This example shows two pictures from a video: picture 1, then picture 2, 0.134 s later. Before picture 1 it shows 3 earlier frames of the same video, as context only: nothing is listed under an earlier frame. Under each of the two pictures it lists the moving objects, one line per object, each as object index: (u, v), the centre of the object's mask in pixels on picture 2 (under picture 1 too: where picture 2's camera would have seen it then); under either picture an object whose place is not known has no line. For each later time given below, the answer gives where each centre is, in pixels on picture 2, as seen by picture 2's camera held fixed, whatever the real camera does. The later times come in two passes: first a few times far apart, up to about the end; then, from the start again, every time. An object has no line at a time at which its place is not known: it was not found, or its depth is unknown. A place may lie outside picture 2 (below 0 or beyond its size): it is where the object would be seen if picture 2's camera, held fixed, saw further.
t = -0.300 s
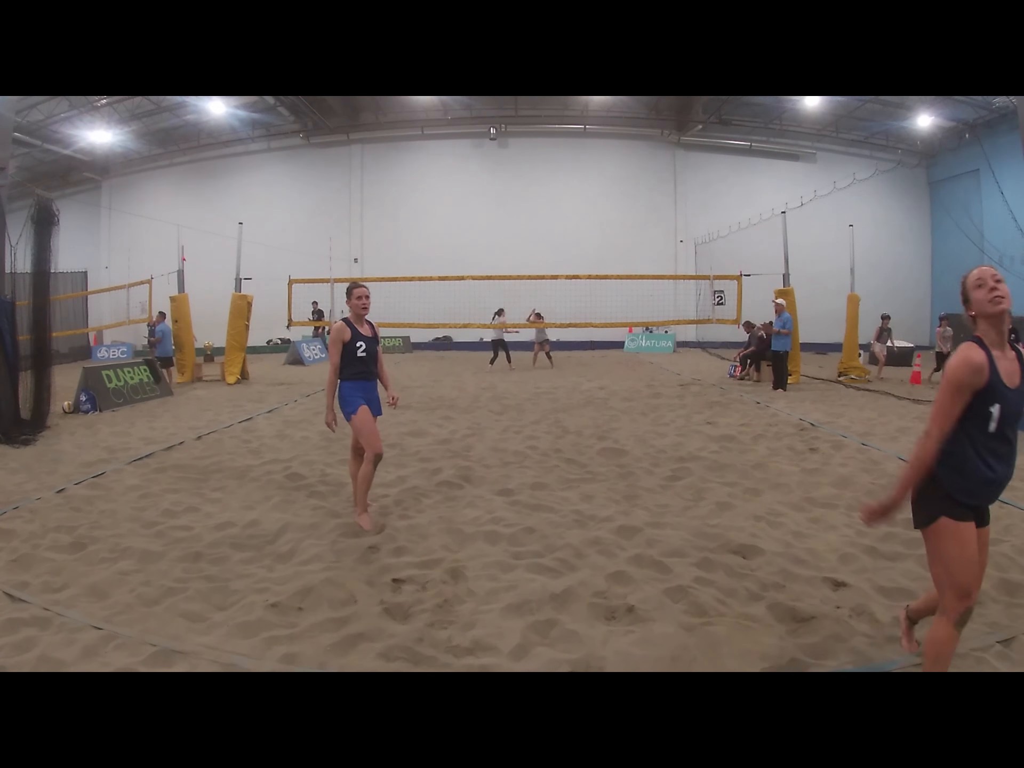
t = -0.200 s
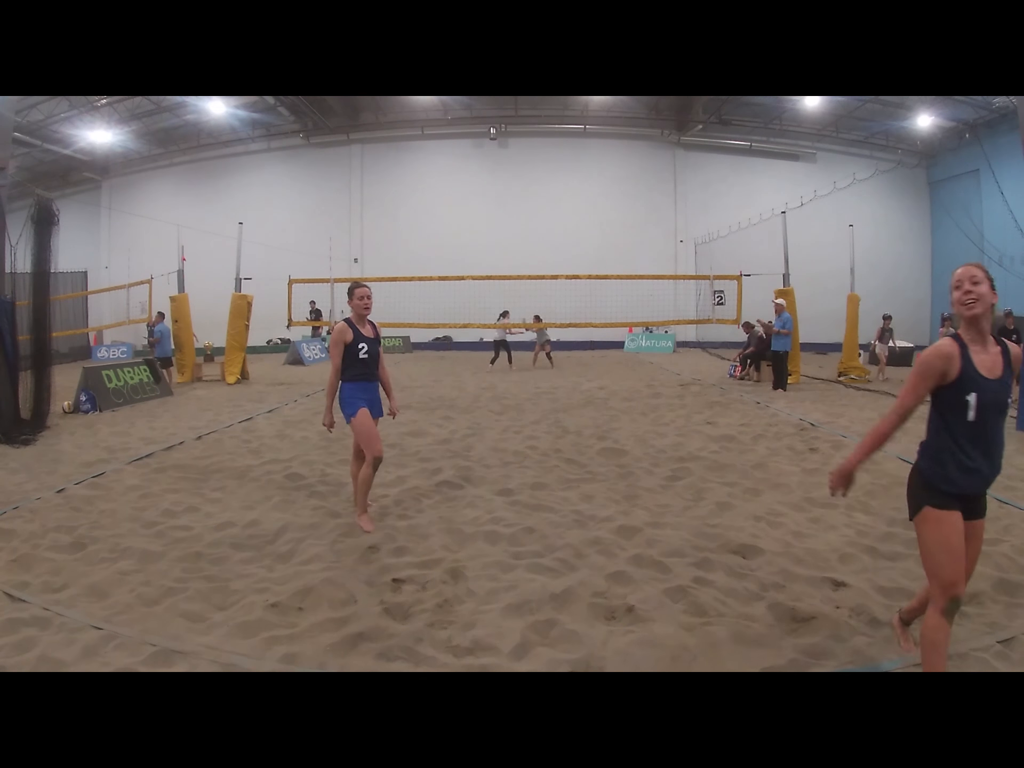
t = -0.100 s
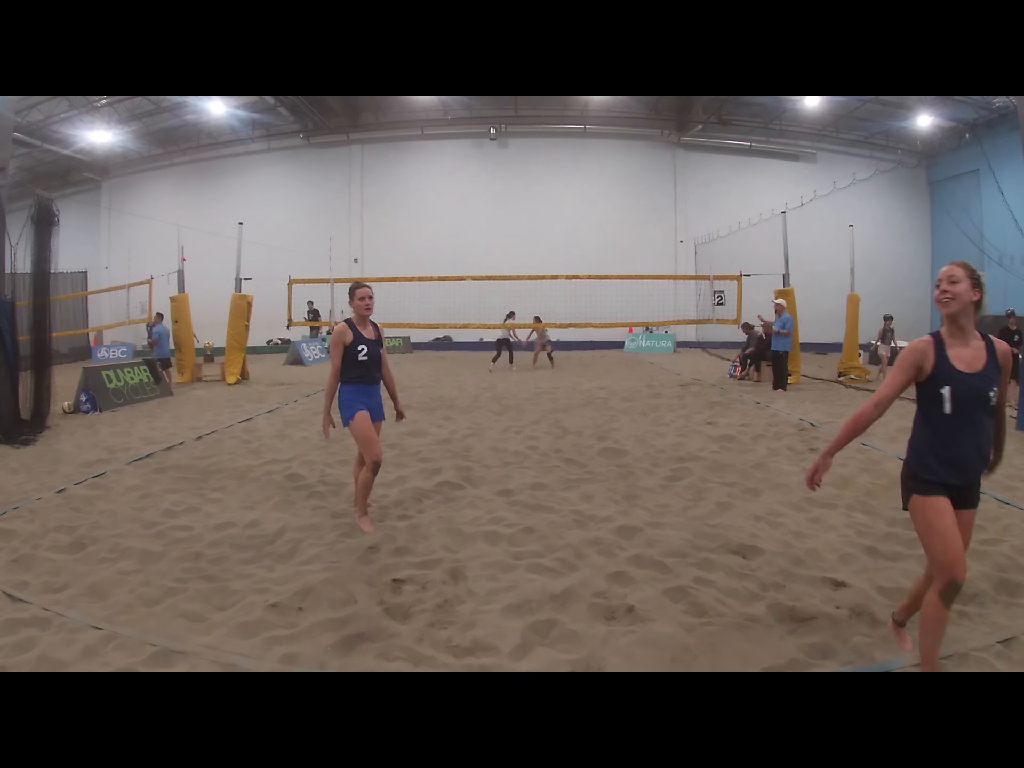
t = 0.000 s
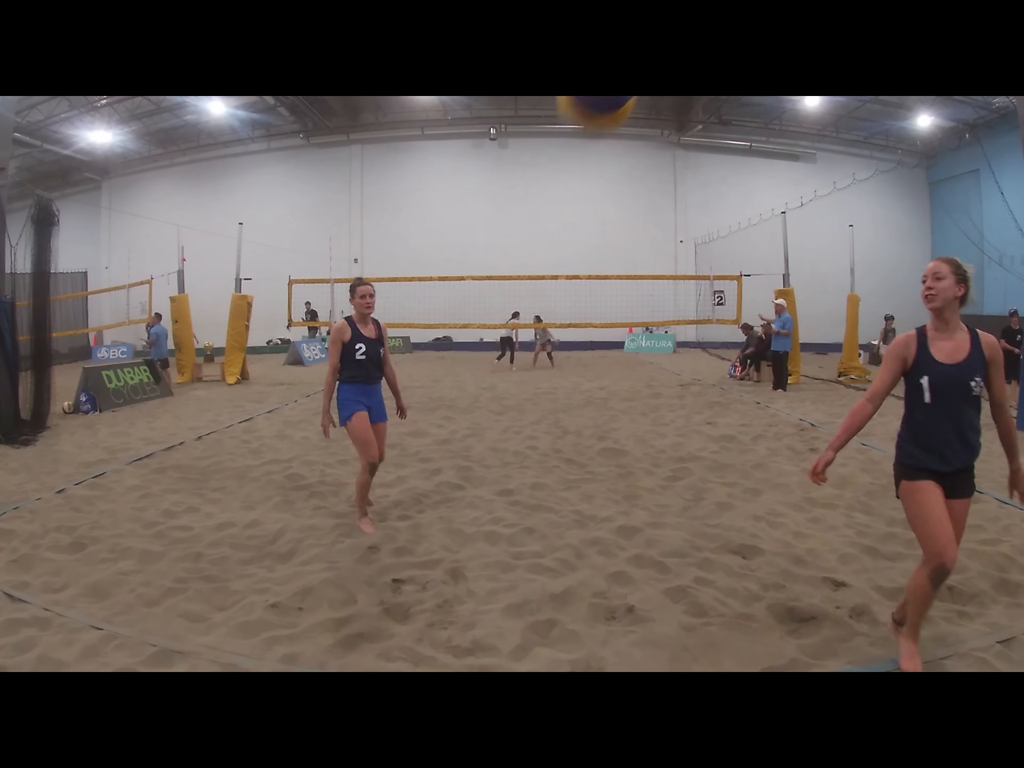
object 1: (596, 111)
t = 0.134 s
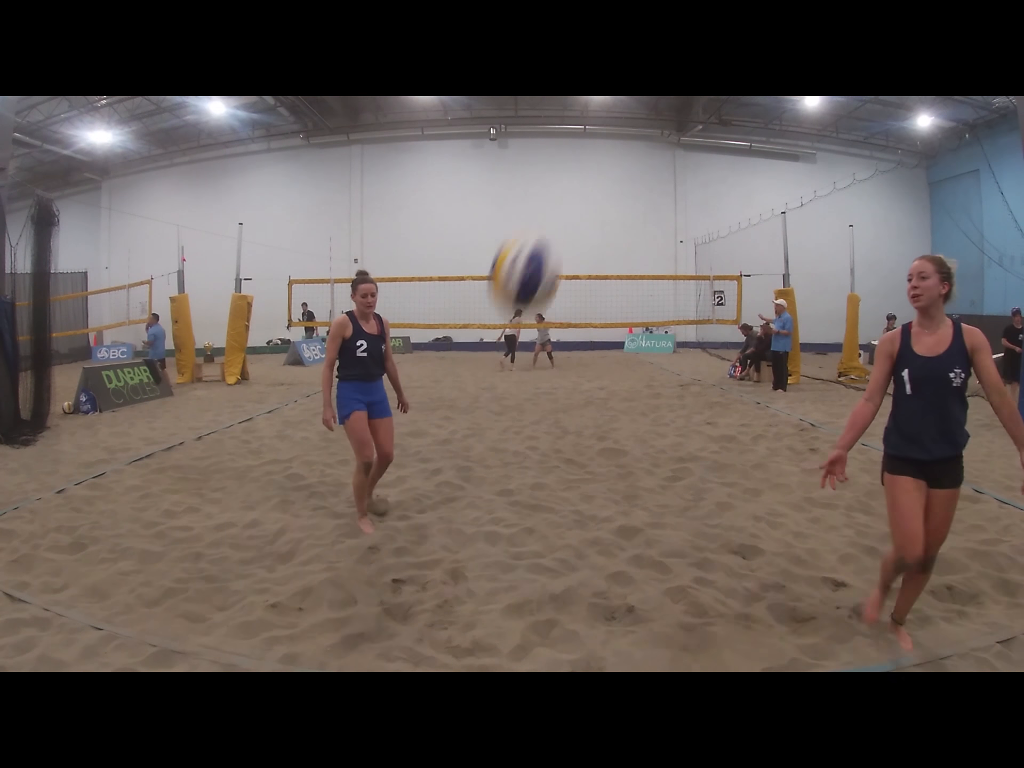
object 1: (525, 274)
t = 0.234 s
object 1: (478, 431)
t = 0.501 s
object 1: (384, 572)
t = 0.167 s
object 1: (507, 324)
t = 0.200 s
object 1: (493, 378)
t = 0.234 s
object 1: (478, 431)
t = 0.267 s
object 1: (465, 484)
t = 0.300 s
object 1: (452, 535)
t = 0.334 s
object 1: (444, 583)
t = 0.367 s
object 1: (435, 625)
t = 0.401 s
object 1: (423, 631)
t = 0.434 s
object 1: (409, 608)
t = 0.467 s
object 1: (397, 590)
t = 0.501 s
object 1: (384, 572)
